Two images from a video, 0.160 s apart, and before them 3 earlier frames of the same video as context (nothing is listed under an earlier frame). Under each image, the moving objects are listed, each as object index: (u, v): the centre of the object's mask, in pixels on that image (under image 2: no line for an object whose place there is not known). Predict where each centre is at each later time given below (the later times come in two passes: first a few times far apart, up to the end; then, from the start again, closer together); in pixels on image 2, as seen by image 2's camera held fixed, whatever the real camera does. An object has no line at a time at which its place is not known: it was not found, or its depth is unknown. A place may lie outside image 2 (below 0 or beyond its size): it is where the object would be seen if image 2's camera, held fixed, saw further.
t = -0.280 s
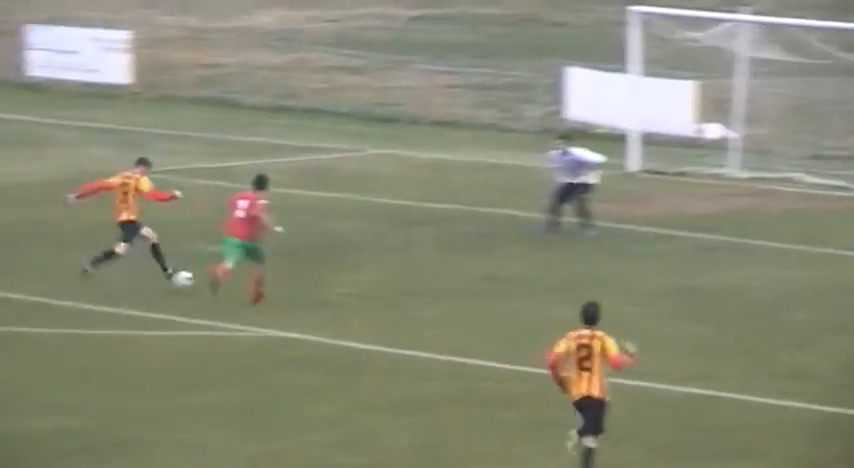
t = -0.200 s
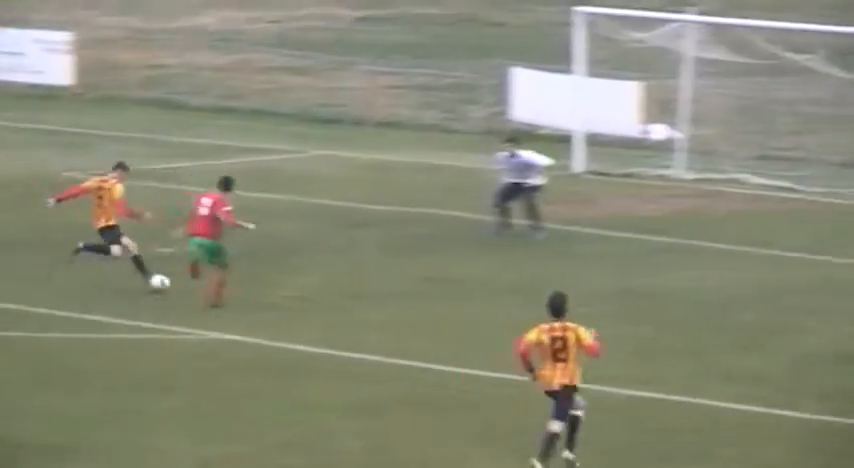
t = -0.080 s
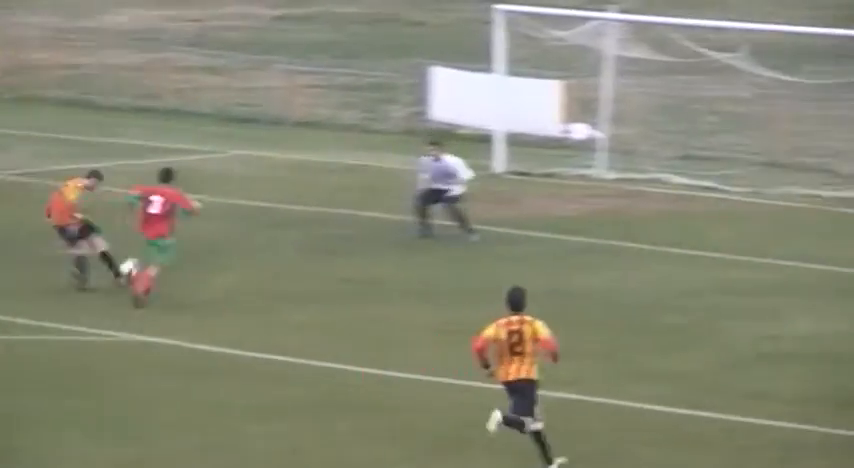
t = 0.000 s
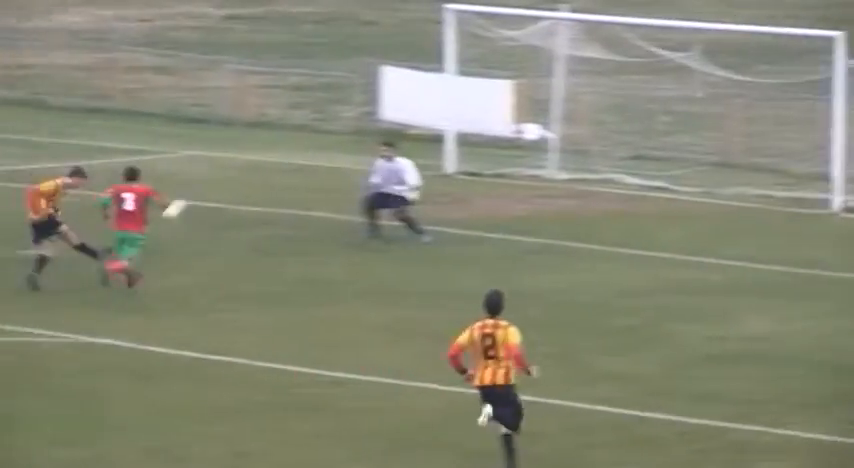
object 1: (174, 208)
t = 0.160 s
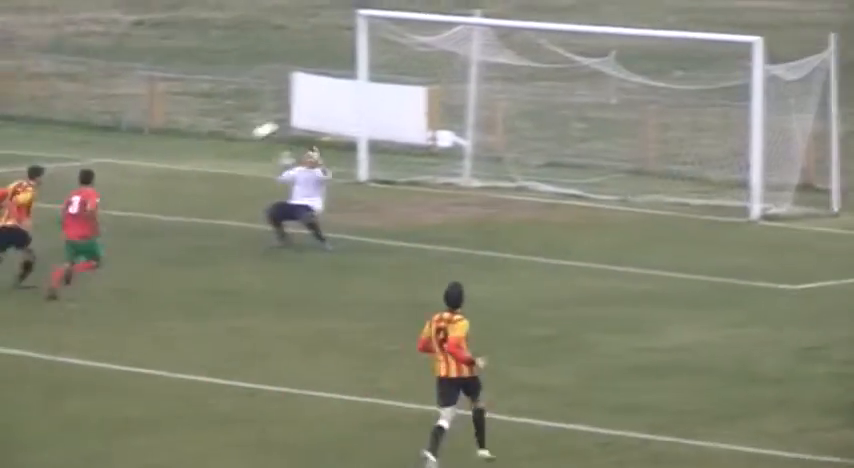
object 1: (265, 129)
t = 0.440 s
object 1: (539, 59)
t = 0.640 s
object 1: (693, 58)
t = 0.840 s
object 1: (711, 78)
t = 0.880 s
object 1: (711, 84)
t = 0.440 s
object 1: (539, 59)
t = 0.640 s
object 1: (693, 58)
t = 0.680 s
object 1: (704, 60)
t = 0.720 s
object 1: (708, 63)
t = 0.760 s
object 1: (709, 67)
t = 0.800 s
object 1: (711, 71)
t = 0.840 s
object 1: (711, 78)
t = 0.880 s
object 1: (711, 84)
